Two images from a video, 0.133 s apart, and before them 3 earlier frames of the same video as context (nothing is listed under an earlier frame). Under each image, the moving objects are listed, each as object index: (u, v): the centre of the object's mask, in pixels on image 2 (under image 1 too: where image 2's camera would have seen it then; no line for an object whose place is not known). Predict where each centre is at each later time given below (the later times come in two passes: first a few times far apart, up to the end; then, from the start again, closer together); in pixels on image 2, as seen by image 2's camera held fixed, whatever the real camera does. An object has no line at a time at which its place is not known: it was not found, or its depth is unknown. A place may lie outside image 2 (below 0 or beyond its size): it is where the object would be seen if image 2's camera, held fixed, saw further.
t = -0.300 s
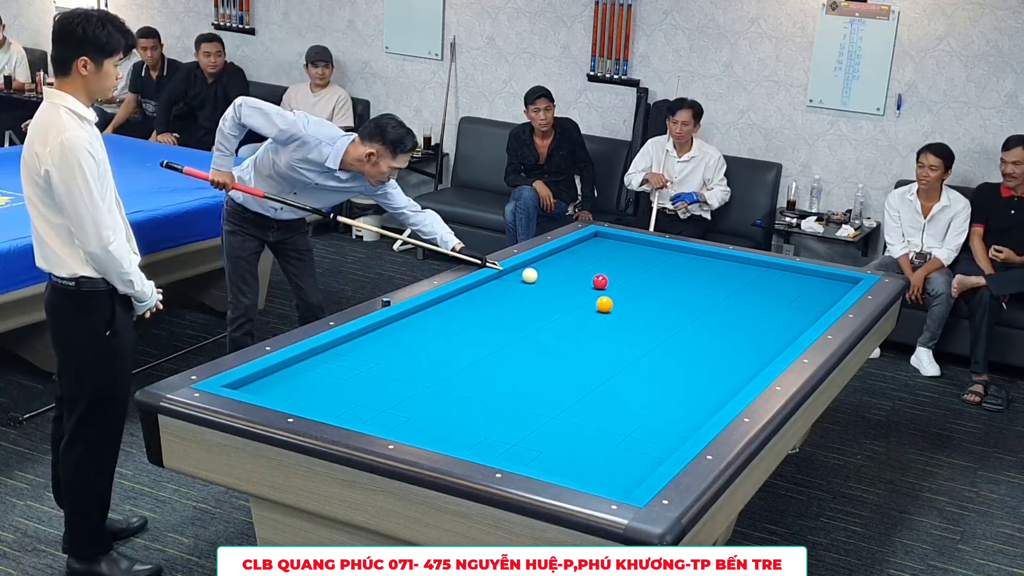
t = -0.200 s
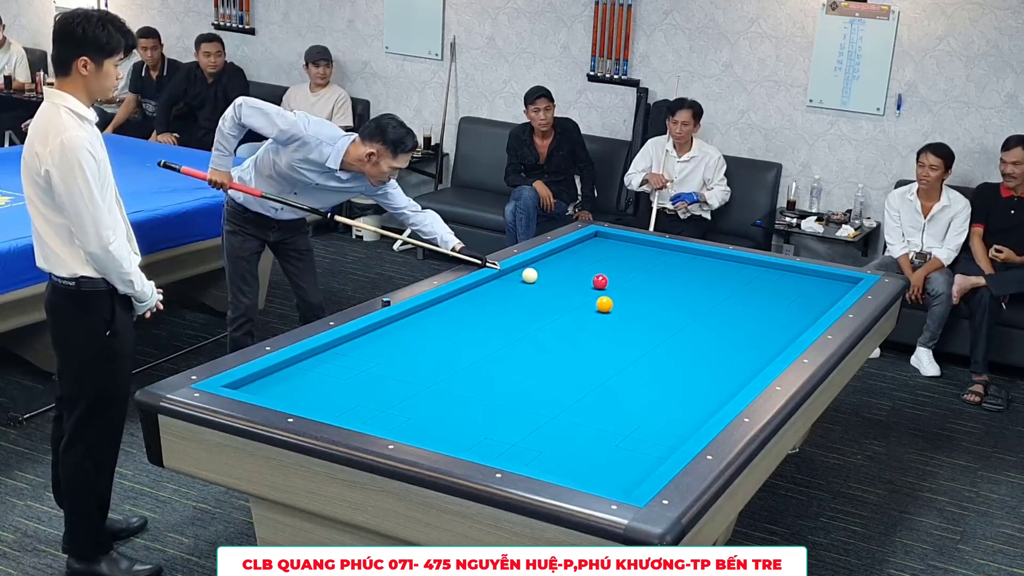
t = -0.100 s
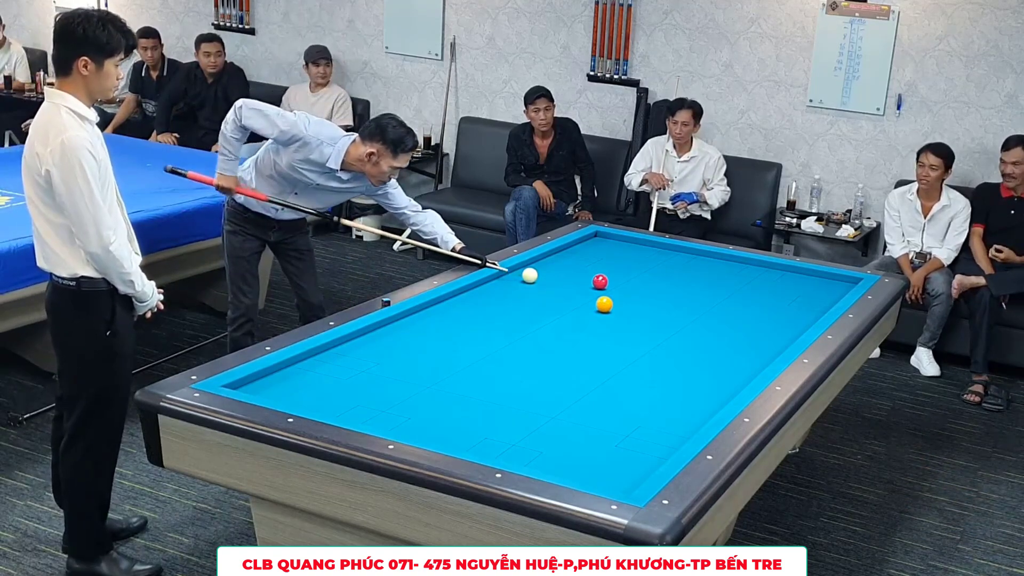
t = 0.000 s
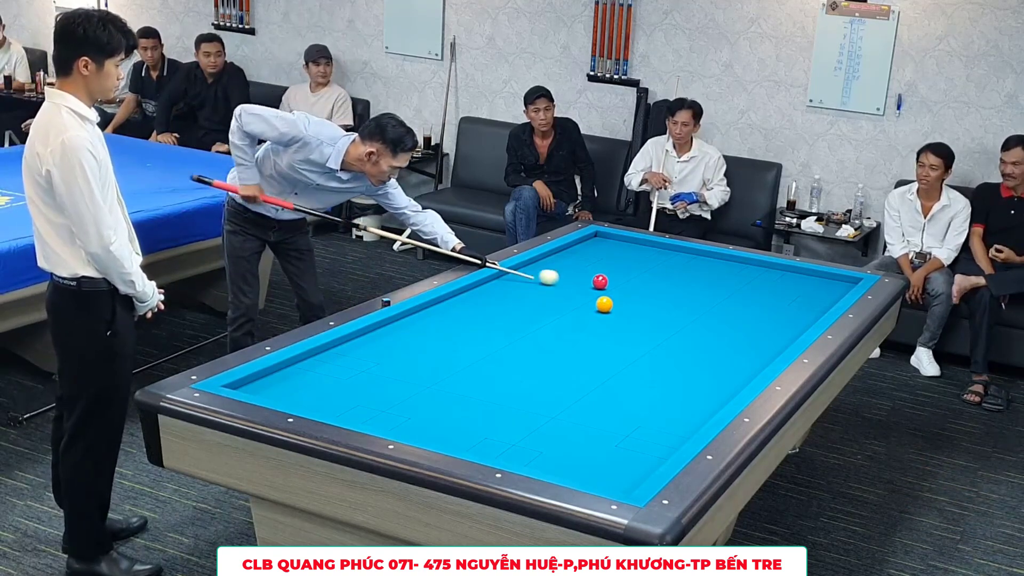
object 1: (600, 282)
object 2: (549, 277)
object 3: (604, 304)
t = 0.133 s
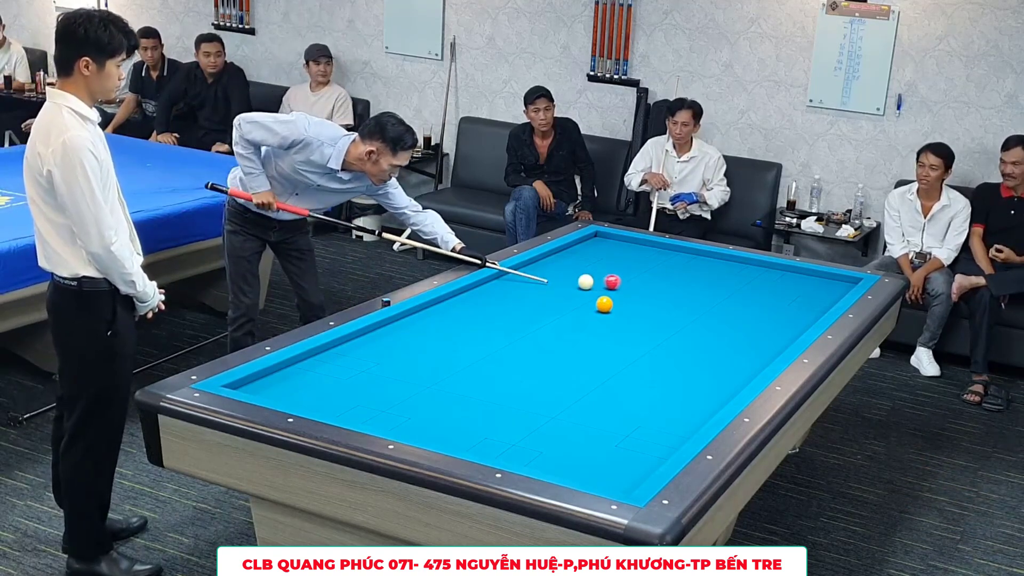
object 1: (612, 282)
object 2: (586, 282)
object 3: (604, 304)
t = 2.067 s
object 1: (764, 265)
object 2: (594, 301)
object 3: (615, 311)
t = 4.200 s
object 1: (592, 252)
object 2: (594, 302)
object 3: (627, 320)
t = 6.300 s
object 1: (587, 269)
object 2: (594, 302)
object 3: (628, 321)
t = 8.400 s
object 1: (610, 287)
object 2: (594, 302)
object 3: (628, 320)
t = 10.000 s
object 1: (620, 294)
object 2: (594, 302)
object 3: (628, 320)
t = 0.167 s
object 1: (622, 282)
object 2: (586, 282)
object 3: (604, 304)
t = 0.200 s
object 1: (632, 283)
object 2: (586, 283)
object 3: (604, 304)
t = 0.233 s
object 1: (641, 283)
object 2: (587, 284)
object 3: (604, 304)
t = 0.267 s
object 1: (650, 284)
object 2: (587, 284)
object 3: (604, 304)
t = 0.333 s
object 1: (666, 284)
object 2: (588, 285)
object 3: (604, 304)
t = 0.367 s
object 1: (674, 285)
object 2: (588, 286)
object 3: (604, 304)
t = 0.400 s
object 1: (682, 285)
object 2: (589, 286)
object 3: (604, 304)
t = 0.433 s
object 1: (689, 285)
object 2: (589, 287)
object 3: (604, 304)
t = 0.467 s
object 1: (697, 286)
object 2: (590, 287)
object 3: (604, 304)
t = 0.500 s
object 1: (705, 286)
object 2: (590, 288)
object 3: (604, 304)
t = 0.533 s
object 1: (712, 286)
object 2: (590, 288)
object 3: (604, 304)
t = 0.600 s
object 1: (727, 287)
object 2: (591, 290)
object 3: (604, 304)
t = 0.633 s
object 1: (735, 287)
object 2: (592, 290)
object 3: (604, 304)
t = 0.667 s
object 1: (742, 288)
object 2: (592, 291)
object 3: (604, 304)
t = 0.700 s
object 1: (750, 288)
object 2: (592, 291)
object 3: (604, 304)
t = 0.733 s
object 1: (757, 288)
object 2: (593, 292)
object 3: (604, 304)
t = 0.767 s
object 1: (765, 288)
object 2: (593, 292)
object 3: (604, 304)
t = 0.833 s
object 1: (780, 289)
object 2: (594, 293)
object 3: (604, 304)
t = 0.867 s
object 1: (787, 289)
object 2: (594, 293)
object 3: (604, 304)
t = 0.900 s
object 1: (795, 290)
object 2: (594, 294)
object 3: (604, 304)
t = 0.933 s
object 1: (802, 290)
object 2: (594, 294)
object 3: (604, 304)
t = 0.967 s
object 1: (809, 290)
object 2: (595, 295)
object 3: (604, 304)
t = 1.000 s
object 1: (817, 290)
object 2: (595, 295)
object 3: (604, 304)
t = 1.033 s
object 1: (824, 291)
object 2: (595, 295)
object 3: (604, 304)
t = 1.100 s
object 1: (838, 291)
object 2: (596, 296)
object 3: (604, 304)
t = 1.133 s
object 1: (843, 291)
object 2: (596, 297)
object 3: (605, 304)
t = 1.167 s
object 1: (839, 290)
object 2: (596, 297)
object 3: (605, 304)
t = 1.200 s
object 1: (835, 289)
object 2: (596, 297)
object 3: (604, 304)
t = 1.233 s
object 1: (832, 287)
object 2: (596, 298)
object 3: (605, 304)
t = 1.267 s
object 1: (829, 286)
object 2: (596, 298)
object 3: (605, 305)
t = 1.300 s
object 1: (826, 285)
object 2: (596, 298)
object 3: (606, 305)
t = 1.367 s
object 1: (820, 283)
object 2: (596, 299)
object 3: (606, 306)
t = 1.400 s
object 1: (818, 282)
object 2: (596, 299)
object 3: (607, 306)
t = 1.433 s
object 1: (815, 281)
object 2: (596, 299)
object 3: (607, 306)
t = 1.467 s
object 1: (812, 280)
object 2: (596, 299)
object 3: (607, 306)
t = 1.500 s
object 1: (810, 278)
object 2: (596, 300)
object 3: (608, 307)
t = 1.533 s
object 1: (807, 277)
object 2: (596, 300)
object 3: (608, 307)
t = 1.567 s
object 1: (804, 276)
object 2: (596, 300)
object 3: (609, 307)
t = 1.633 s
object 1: (799, 274)
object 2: (596, 301)
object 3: (610, 308)
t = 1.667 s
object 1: (797, 273)
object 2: (596, 301)
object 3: (610, 308)
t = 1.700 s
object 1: (794, 272)
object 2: (596, 301)
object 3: (610, 308)
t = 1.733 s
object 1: (792, 271)
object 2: (596, 301)
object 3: (611, 309)
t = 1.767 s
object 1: (789, 270)
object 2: (595, 301)
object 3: (611, 309)
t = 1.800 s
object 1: (787, 269)
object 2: (595, 301)
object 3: (612, 309)
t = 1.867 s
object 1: (782, 267)
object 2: (595, 301)
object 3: (613, 310)
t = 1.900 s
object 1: (779, 266)
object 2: (595, 301)
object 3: (613, 310)
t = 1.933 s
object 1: (777, 266)
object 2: (595, 301)
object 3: (613, 310)
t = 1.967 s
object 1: (773, 266)
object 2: (595, 301)
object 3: (614, 311)
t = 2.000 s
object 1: (770, 266)
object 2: (595, 301)
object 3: (614, 311)
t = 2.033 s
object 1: (767, 265)
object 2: (595, 301)
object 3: (614, 311)
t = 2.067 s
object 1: (764, 265)
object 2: (594, 301)
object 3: (615, 311)
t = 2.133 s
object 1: (758, 265)
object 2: (594, 301)
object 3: (616, 312)
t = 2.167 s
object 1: (755, 264)
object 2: (594, 301)
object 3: (616, 312)
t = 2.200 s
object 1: (752, 264)
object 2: (594, 301)
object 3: (616, 312)
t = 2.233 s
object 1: (749, 264)
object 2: (594, 301)
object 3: (616, 313)
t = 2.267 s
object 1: (746, 264)
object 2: (594, 302)
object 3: (617, 313)
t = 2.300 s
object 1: (743, 264)
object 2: (594, 302)
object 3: (617, 313)
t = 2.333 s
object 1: (740, 263)
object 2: (594, 302)
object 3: (617, 313)
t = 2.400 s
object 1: (734, 263)
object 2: (594, 302)
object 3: (618, 314)
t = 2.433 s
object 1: (731, 263)
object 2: (594, 302)
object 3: (618, 314)
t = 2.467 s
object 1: (729, 262)
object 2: (594, 302)
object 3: (618, 314)
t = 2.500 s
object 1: (726, 262)
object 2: (594, 302)
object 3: (619, 314)
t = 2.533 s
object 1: (723, 262)
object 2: (594, 302)
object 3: (619, 314)
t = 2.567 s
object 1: (720, 262)
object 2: (594, 302)
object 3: (619, 315)
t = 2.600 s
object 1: (717, 262)
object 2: (594, 302)
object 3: (620, 315)
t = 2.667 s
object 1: (711, 261)
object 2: (594, 302)
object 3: (620, 315)
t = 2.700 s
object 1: (709, 261)
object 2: (594, 302)
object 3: (620, 315)
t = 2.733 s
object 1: (706, 261)
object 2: (594, 302)
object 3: (621, 316)
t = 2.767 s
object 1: (703, 261)
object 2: (594, 302)
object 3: (621, 316)
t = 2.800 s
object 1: (700, 260)
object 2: (594, 302)
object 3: (621, 316)
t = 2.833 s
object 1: (697, 260)
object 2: (594, 302)
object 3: (621, 316)
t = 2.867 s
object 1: (695, 260)
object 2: (594, 302)
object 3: (622, 316)
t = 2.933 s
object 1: (689, 260)
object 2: (594, 302)
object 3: (622, 317)
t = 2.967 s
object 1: (687, 259)
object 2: (594, 302)
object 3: (622, 317)
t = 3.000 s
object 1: (684, 259)
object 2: (594, 302)
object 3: (623, 317)
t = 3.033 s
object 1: (681, 259)
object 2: (594, 302)
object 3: (623, 317)
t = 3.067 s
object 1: (678, 259)
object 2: (594, 302)
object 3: (623, 317)
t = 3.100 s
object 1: (676, 258)
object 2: (594, 302)
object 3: (623, 318)
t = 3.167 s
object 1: (670, 258)
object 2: (594, 302)
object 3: (624, 318)
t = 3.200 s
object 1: (668, 258)
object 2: (594, 302)
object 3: (624, 318)
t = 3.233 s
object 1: (665, 258)
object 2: (594, 302)
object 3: (624, 318)
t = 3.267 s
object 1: (662, 257)
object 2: (594, 302)
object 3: (624, 318)
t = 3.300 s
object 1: (660, 257)
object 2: (594, 302)
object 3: (624, 318)
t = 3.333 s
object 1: (657, 257)
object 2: (594, 302)
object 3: (624, 318)
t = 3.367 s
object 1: (655, 257)
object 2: (594, 302)
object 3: (625, 319)
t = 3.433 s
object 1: (649, 256)
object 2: (594, 302)
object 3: (625, 319)
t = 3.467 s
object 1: (647, 256)
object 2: (594, 302)
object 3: (625, 319)
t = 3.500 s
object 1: (644, 256)
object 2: (594, 302)
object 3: (625, 319)
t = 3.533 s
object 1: (641, 256)
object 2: (594, 302)
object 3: (625, 319)
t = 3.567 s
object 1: (639, 256)
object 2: (594, 302)
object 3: (626, 319)
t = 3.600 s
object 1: (637, 256)
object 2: (594, 302)
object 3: (626, 319)
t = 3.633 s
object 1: (634, 255)
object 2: (594, 302)
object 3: (626, 320)
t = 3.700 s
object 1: (629, 255)
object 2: (594, 302)
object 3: (626, 320)
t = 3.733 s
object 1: (626, 255)
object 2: (594, 302)
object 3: (626, 320)
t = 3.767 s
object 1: (624, 254)
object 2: (594, 302)
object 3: (626, 320)
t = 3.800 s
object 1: (621, 254)
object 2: (594, 302)
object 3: (627, 320)
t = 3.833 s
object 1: (619, 254)
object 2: (594, 302)
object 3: (627, 320)
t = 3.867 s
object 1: (616, 254)
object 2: (594, 302)
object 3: (627, 320)
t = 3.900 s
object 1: (614, 254)
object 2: (594, 302)
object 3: (627, 320)
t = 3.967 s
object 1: (609, 253)
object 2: (594, 302)
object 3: (627, 320)
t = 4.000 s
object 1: (607, 253)
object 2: (594, 302)
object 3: (627, 320)
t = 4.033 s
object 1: (604, 253)
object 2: (594, 302)
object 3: (627, 320)
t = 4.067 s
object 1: (602, 253)
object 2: (594, 302)
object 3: (627, 320)
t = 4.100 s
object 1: (599, 252)
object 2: (594, 302)
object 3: (627, 320)
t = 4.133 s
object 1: (597, 252)
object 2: (594, 302)
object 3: (627, 320)
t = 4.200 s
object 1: (592, 252)
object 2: (594, 302)
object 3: (627, 320)
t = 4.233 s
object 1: (590, 252)
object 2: (594, 302)
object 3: (627, 320)
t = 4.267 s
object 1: (588, 252)
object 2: (594, 302)
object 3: (628, 320)
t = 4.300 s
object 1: (585, 251)
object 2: (594, 302)
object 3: (628, 320)
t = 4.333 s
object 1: (583, 251)
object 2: (594, 302)
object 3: (628, 320)
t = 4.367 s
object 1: (581, 251)
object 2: (594, 302)
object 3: (628, 320)
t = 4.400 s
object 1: (579, 251)
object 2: (594, 302)
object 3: (628, 320)
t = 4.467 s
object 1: (574, 251)
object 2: (594, 302)
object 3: (628, 320)
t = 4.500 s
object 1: (572, 250)
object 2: (594, 302)
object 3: (628, 320)
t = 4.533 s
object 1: (569, 250)
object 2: (594, 302)
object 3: (628, 320)
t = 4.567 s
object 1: (567, 250)
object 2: (594, 302)
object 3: (628, 320)
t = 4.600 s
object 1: (565, 250)
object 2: (594, 302)
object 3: (628, 320)
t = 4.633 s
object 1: (563, 250)
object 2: (594, 302)
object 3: (628, 320)
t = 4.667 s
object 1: (563, 250)
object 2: (594, 302)
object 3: (628, 320)
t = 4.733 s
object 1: (564, 251)
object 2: (594, 302)
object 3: (628, 320)
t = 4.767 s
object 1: (564, 251)
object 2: (594, 302)
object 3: (628, 321)
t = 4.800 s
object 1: (565, 252)
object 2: (594, 302)
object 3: (628, 320)
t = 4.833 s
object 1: (565, 252)
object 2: (594, 302)
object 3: (628, 321)
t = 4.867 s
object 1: (566, 253)
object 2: (594, 302)
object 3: (628, 320)
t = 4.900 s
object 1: (566, 253)
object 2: (594, 302)
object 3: (628, 320)
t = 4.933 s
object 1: (567, 253)
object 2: (594, 302)
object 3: (628, 320)
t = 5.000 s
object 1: (568, 254)
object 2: (594, 302)
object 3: (628, 320)
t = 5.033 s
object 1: (568, 255)
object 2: (594, 302)
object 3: (628, 320)
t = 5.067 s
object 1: (569, 255)
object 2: (594, 302)
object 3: (628, 320)
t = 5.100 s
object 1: (569, 256)
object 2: (594, 302)
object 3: (628, 320)
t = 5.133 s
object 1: (570, 256)
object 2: (594, 302)
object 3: (628, 320)
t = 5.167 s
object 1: (570, 256)
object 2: (594, 302)
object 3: (628, 321)
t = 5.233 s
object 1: (572, 257)
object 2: (594, 302)
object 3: (628, 321)
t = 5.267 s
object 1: (572, 258)
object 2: (594, 302)
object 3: (628, 320)
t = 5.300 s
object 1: (573, 258)
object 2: (594, 302)
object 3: (628, 321)
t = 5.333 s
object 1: (573, 258)
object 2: (594, 302)
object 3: (628, 320)
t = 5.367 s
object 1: (574, 259)
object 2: (594, 302)
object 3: (628, 321)
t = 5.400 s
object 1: (574, 259)
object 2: (594, 302)
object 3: (628, 320)
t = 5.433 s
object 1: (575, 260)
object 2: (594, 302)
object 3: (628, 320)
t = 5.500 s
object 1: (576, 260)
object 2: (594, 302)
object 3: (628, 320)
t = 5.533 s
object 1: (576, 261)
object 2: (594, 302)
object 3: (628, 321)
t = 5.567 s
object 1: (577, 261)
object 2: (594, 302)
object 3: (628, 320)
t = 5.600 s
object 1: (577, 261)
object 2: (594, 302)
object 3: (628, 320)
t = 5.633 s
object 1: (577, 262)
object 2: (594, 302)
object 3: (628, 321)
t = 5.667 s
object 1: (578, 262)
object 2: (594, 302)
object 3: (628, 321)
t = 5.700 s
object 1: (579, 263)
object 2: (594, 302)
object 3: (628, 321)
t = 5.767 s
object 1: (580, 263)
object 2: (594, 302)
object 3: (628, 321)
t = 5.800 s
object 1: (580, 264)
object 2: (594, 302)
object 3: (628, 320)
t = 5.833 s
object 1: (581, 264)
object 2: (594, 302)
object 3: (628, 321)
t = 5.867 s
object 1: (581, 265)
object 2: (594, 302)
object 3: (628, 321)
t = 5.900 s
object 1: (582, 265)
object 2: (594, 302)
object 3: (628, 321)
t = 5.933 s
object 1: (582, 265)
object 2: (594, 302)
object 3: (628, 321)
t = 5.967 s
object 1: (583, 266)
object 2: (594, 302)
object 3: (628, 321)
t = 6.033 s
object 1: (584, 266)
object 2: (594, 302)
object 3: (628, 321)
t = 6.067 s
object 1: (584, 267)
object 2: (594, 302)
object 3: (628, 321)
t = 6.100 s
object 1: (584, 267)
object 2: (594, 302)
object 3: (628, 321)
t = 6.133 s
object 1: (585, 268)
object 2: (594, 302)
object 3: (628, 321)
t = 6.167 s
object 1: (585, 268)
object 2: (594, 302)
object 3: (628, 321)
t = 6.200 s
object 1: (586, 268)
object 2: (593, 302)
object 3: (628, 321)
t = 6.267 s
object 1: (587, 269)
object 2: (594, 302)
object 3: (628, 321)
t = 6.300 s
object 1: (587, 269)
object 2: (594, 302)
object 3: (628, 321)
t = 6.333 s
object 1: (588, 270)
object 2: (594, 302)
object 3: (628, 321)
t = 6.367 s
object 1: (588, 270)
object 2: (594, 302)
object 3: (628, 321)
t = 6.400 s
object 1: (589, 270)
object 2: (593, 302)
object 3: (628, 321)
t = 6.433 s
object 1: (589, 271)
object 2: (594, 302)
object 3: (628, 321)
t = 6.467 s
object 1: (589, 271)
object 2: (594, 302)
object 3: (628, 321)
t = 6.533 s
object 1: (590, 272)
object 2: (594, 302)
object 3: (628, 321)
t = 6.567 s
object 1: (591, 272)
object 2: (594, 302)
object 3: (628, 321)
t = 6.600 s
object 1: (591, 272)
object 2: (594, 302)
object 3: (628, 321)
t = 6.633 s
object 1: (592, 273)
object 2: (594, 302)
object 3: (628, 321)
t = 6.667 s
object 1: (592, 273)
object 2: (594, 302)
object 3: (628, 321)
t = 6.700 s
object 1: (592, 273)
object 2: (594, 302)
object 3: (628, 321)
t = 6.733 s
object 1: (593, 274)
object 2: (594, 302)
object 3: (628, 321)
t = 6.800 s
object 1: (594, 274)
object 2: (594, 302)
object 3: (628, 320)
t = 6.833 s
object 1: (594, 275)
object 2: (594, 302)
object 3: (628, 321)
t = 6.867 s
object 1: (595, 275)
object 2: (594, 302)
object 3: (628, 321)
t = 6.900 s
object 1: (595, 275)
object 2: (594, 302)
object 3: (628, 321)
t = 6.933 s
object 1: (595, 276)
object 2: (594, 302)
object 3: (628, 321)
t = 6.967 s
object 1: (596, 276)
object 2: (594, 302)
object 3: (628, 321)
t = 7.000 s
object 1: (596, 276)
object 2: (594, 302)
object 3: (628, 321)
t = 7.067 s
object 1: (597, 277)
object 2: (594, 302)
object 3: (628, 321)
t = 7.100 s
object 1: (597, 277)
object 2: (594, 302)
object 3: (628, 321)
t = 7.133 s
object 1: (598, 277)
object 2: (594, 302)
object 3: (628, 321)
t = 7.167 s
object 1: (598, 278)
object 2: (594, 302)
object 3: (628, 321)
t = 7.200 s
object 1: (599, 278)
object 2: (594, 302)
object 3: (628, 320)
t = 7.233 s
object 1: (599, 278)
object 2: (594, 302)
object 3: (628, 320)
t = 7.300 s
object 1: (600, 279)
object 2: (594, 302)
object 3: (628, 321)
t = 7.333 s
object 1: (600, 279)
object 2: (594, 302)
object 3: (628, 321)
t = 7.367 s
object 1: (600, 280)
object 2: (594, 302)
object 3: (628, 321)
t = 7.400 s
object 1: (601, 280)
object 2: (594, 302)
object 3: (628, 320)
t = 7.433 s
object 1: (601, 280)
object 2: (594, 302)
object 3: (628, 320)
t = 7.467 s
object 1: (601, 280)
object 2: (594, 302)
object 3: (628, 321)
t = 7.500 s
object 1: (602, 281)
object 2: (594, 302)
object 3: (628, 320)
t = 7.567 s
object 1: (603, 281)
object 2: (594, 302)
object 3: (628, 320)
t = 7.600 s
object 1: (603, 281)
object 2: (594, 302)
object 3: (628, 321)
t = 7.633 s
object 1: (604, 282)
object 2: (594, 302)
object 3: (628, 321)
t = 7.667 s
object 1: (604, 282)
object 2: (594, 302)
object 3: (628, 321)
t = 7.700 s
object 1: (604, 282)
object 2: (594, 302)
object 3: (628, 320)
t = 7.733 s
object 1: (605, 282)
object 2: (594, 302)
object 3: (628, 321)
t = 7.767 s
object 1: (605, 282)
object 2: (594, 302)
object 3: (628, 320)
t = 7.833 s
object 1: (606, 283)
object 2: (594, 302)
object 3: (628, 320)
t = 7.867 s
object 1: (606, 283)
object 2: (594, 302)
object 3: (628, 320)
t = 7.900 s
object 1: (606, 283)
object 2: (594, 302)
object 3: (628, 320)
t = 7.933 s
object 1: (606, 284)
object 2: (594, 302)
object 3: (628, 320)
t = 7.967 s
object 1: (607, 284)
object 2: (594, 302)
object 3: (628, 320)
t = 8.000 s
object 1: (607, 284)
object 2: (594, 302)
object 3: (628, 320)
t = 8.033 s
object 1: (607, 284)
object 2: (594, 302)
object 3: (628, 320)
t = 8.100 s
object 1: (608, 285)
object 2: (594, 302)
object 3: (628, 320)
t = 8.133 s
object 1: (608, 285)
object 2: (594, 302)
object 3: (628, 320)
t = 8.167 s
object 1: (609, 285)
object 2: (594, 302)
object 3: (628, 320)
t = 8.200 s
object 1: (609, 285)
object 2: (594, 302)
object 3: (628, 320)
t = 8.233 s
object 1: (609, 286)
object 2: (594, 302)
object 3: (628, 320)
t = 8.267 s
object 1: (609, 286)
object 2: (594, 302)
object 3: (628, 320)
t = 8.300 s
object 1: (610, 286)
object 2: (594, 302)
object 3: (628, 320)
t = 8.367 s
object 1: (610, 287)
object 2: (594, 302)
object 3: (628, 320)
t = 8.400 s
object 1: (610, 287)
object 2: (594, 302)
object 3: (628, 320)
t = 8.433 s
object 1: (611, 287)
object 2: (594, 302)
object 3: (628, 320)
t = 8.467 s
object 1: (611, 287)
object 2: (594, 302)
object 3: (628, 320)
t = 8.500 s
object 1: (611, 287)
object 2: (594, 302)
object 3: (628, 320)
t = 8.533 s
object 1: (612, 288)
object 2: (594, 302)
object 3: (628, 320)
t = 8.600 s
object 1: (612, 288)
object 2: (594, 302)
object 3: (628, 320)
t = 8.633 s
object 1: (612, 288)
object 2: (594, 302)
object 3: (628, 320)
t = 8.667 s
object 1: (613, 288)
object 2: (594, 302)
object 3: (628, 320)
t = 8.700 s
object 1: (613, 289)
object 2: (594, 302)
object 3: (628, 320)
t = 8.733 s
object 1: (613, 289)
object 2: (594, 302)
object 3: (628, 320)
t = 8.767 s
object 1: (613, 289)
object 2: (594, 302)
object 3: (628, 320)
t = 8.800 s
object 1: (614, 289)
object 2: (594, 302)
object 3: (628, 320)
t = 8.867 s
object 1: (614, 289)
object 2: (594, 302)
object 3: (628, 320)
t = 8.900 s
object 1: (614, 290)
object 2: (594, 302)
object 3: (628, 320)
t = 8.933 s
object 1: (615, 290)
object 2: (594, 302)
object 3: (628, 320)
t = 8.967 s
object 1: (615, 290)
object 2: (594, 302)
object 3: (628, 320)
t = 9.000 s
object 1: (615, 290)
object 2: (594, 302)
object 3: (628, 320)
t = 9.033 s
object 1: (615, 290)
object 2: (594, 302)
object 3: (628, 320)
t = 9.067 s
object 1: (616, 290)
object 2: (594, 302)
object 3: (628, 320)
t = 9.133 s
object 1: (616, 291)
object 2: (594, 302)
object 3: (628, 320)
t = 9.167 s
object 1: (616, 291)
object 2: (594, 302)
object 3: (628, 320)
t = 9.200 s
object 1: (616, 291)
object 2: (594, 302)
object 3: (628, 320)
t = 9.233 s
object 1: (617, 291)
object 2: (594, 302)
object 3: (628, 320)
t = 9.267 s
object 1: (617, 291)
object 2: (594, 302)
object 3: (628, 320)
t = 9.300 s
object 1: (617, 291)
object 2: (594, 302)
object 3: (628, 320)
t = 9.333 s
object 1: (617, 292)
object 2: (594, 302)
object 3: (628, 321)
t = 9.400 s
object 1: (617, 292)
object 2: (594, 302)
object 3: (628, 320)
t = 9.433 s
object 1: (618, 292)
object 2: (594, 302)
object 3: (628, 320)
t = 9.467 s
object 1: (618, 292)
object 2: (594, 302)
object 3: (628, 320)
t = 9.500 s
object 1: (618, 292)
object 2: (594, 302)
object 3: (628, 320)
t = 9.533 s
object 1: (618, 292)
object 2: (594, 302)
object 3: (628, 320)
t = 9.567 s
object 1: (618, 292)
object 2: (594, 302)
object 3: (628, 321)
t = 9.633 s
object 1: (618, 293)
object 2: (594, 302)
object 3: (628, 321)
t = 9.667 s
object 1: (619, 293)
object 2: (594, 302)
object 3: (628, 320)
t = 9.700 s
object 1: (619, 293)
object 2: (594, 302)
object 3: (628, 321)
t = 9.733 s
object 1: (619, 293)
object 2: (594, 302)
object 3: (628, 321)
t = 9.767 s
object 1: (619, 293)
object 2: (594, 302)
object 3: (628, 321)
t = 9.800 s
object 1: (619, 293)
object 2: (594, 302)
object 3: (628, 320)
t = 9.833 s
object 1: (619, 293)
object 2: (594, 302)
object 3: (628, 320)
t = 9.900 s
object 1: (619, 293)
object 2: (594, 302)
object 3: (628, 321)
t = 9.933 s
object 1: (620, 293)
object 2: (594, 302)
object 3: (628, 320)
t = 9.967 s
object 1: (620, 293)
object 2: (594, 302)
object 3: (628, 321)
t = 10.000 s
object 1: (620, 294)
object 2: (594, 302)
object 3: (628, 320)
